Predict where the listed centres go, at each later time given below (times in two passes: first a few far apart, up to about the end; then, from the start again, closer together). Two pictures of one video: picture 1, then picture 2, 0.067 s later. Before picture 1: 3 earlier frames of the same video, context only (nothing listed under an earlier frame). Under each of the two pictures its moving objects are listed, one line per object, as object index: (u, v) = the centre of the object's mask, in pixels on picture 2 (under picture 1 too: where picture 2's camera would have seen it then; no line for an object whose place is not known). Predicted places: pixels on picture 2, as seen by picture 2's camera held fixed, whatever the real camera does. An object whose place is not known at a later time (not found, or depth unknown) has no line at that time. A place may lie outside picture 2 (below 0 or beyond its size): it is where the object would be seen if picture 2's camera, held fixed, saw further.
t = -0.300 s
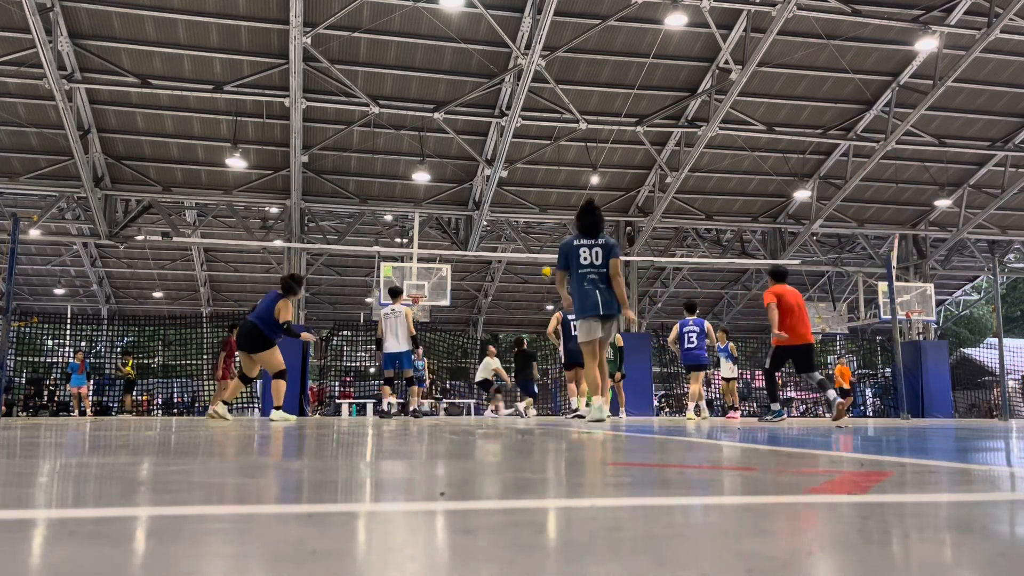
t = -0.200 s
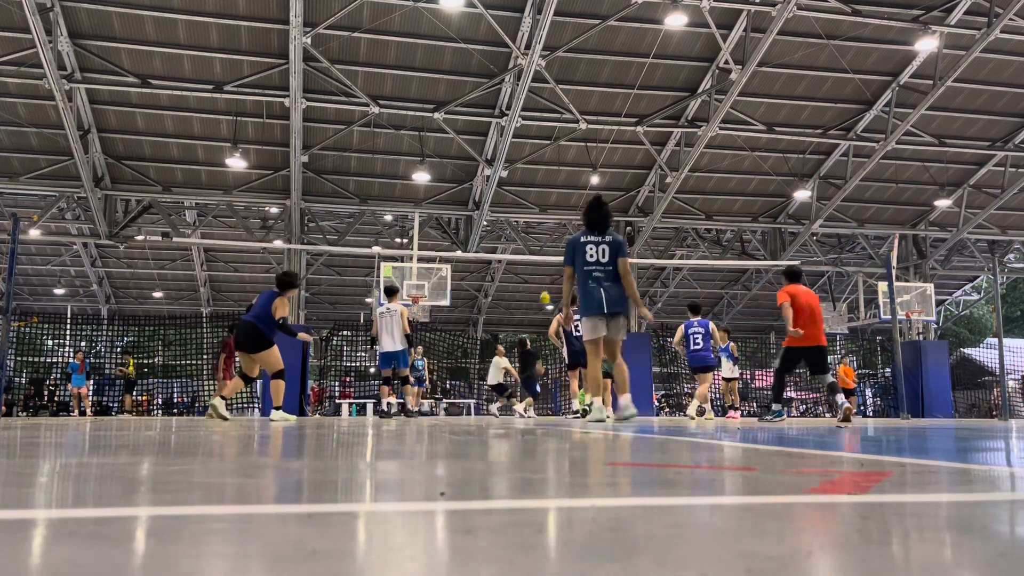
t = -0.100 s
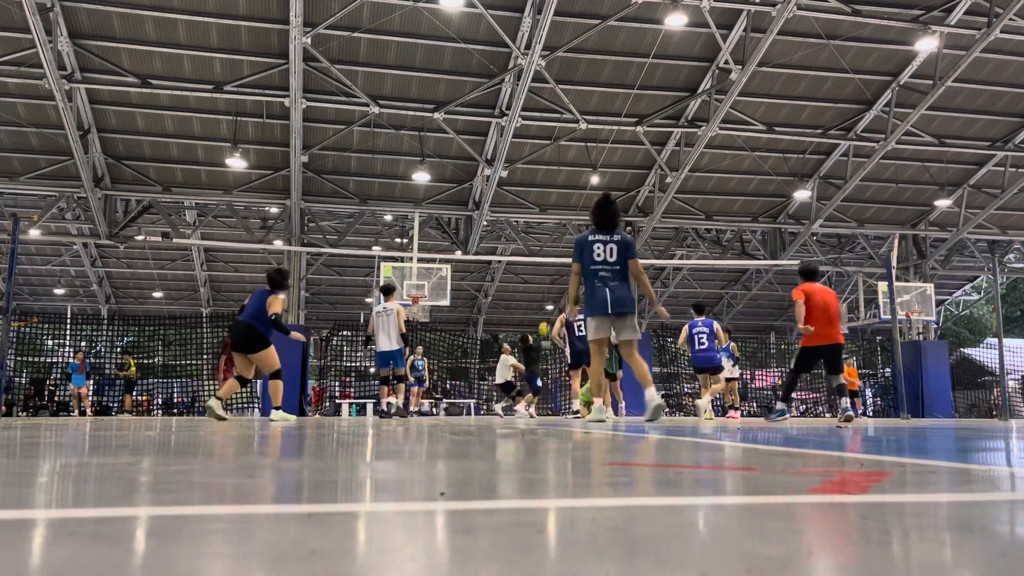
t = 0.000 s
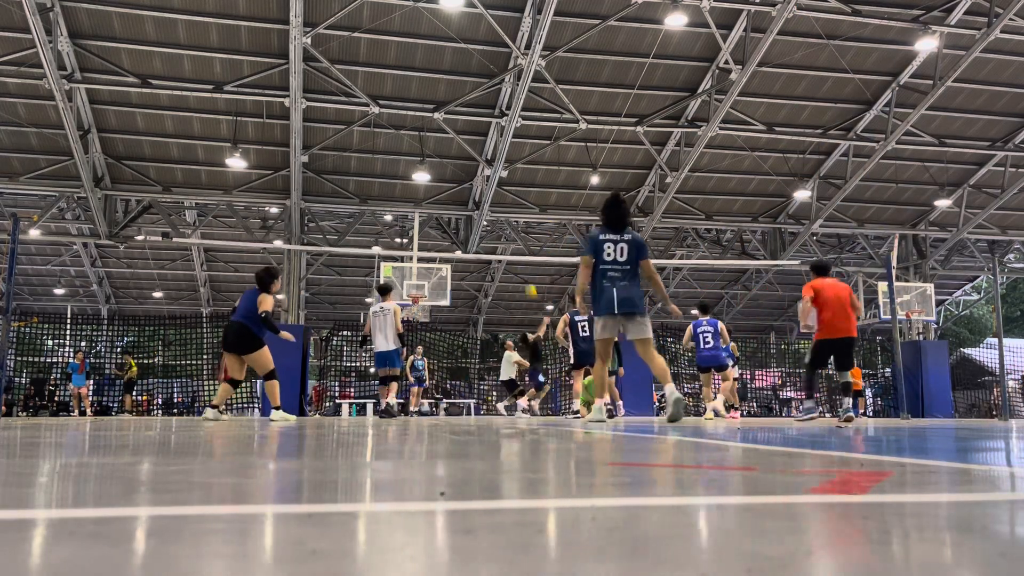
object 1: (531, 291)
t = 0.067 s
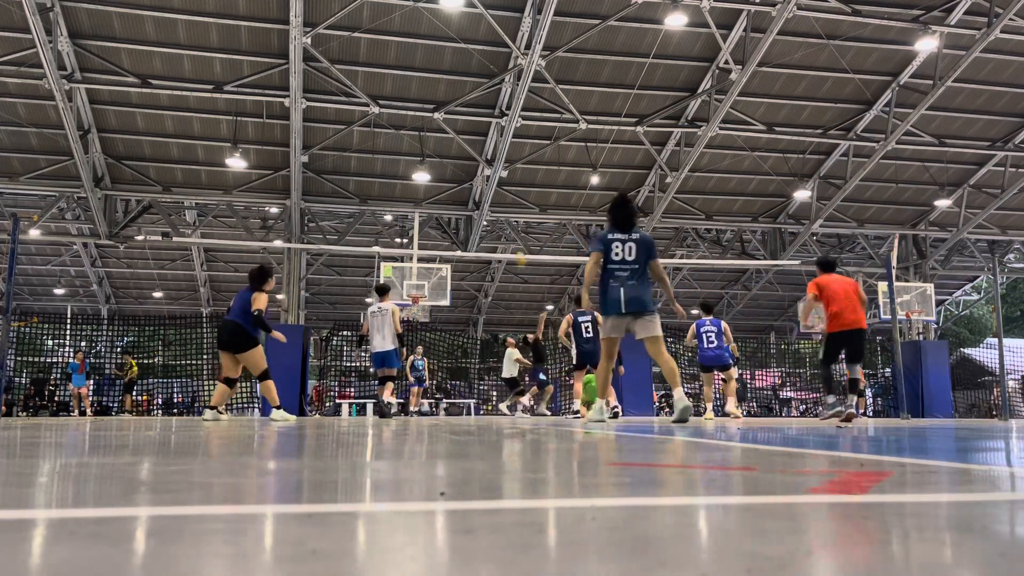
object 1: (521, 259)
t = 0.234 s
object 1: (494, 189)
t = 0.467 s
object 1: (454, 114)
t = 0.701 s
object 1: (414, 68)
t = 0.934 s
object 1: (372, 49)
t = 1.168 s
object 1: (329, 60)
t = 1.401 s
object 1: (284, 100)
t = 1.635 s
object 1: (238, 174)
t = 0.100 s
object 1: (515, 243)
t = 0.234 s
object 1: (494, 189)
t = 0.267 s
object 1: (488, 176)
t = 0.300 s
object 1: (482, 163)
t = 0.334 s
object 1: (477, 154)
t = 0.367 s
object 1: (472, 142)
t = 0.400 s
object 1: (465, 132)
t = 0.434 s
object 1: (460, 124)
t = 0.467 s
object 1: (454, 114)
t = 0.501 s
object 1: (449, 107)
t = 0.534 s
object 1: (443, 99)
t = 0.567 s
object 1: (438, 92)
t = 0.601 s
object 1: (432, 85)
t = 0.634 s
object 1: (426, 78)
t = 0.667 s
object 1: (420, 73)
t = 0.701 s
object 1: (414, 68)
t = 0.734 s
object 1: (409, 64)
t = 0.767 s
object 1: (403, 60)
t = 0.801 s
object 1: (397, 57)
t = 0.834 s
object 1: (391, 54)
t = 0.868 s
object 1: (385, 52)
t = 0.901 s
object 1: (379, 51)
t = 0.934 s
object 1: (372, 49)
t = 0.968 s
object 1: (368, 49)
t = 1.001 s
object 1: (361, 50)
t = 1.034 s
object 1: (354, 51)
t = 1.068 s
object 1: (348, 52)
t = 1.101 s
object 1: (342, 55)
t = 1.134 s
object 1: (336, 57)
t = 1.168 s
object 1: (329, 60)
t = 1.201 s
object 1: (322, 63)
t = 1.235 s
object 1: (317, 68)
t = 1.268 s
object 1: (309, 74)
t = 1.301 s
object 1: (305, 79)
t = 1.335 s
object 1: (296, 85)
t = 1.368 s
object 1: (290, 92)
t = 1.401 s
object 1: (284, 100)
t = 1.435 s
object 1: (279, 108)
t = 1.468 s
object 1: (270, 118)
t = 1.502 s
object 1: (266, 127)
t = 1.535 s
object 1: (259, 137)
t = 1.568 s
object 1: (251, 149)
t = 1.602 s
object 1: (246, 158)
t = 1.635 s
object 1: (238, 174)
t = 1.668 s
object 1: (230, 187)
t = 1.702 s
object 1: (225, 200)
